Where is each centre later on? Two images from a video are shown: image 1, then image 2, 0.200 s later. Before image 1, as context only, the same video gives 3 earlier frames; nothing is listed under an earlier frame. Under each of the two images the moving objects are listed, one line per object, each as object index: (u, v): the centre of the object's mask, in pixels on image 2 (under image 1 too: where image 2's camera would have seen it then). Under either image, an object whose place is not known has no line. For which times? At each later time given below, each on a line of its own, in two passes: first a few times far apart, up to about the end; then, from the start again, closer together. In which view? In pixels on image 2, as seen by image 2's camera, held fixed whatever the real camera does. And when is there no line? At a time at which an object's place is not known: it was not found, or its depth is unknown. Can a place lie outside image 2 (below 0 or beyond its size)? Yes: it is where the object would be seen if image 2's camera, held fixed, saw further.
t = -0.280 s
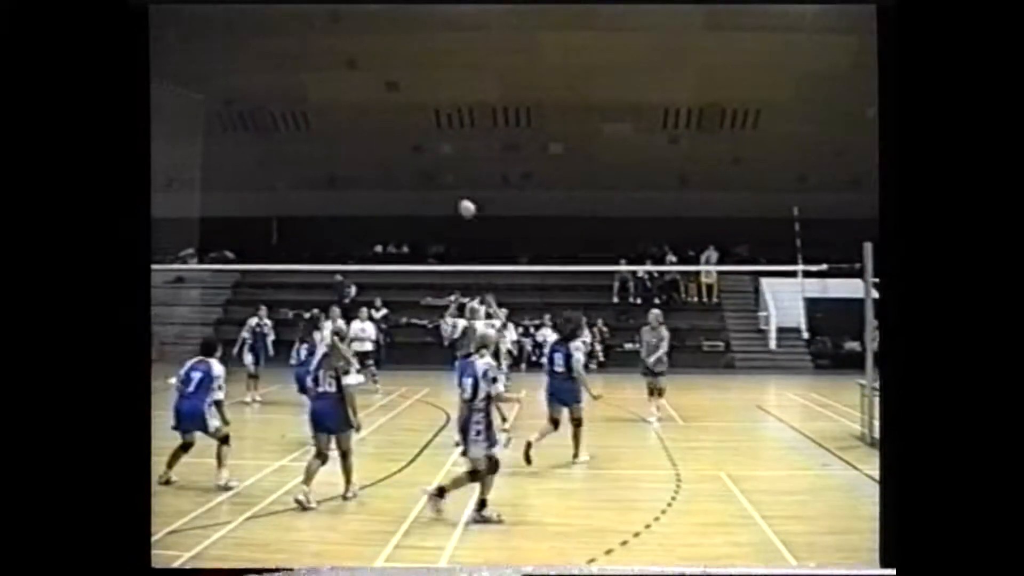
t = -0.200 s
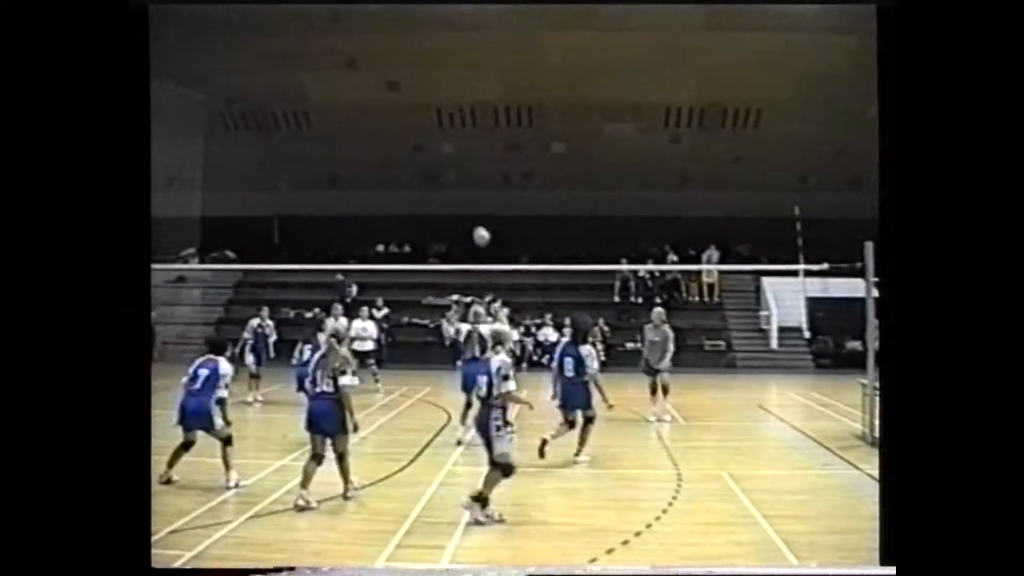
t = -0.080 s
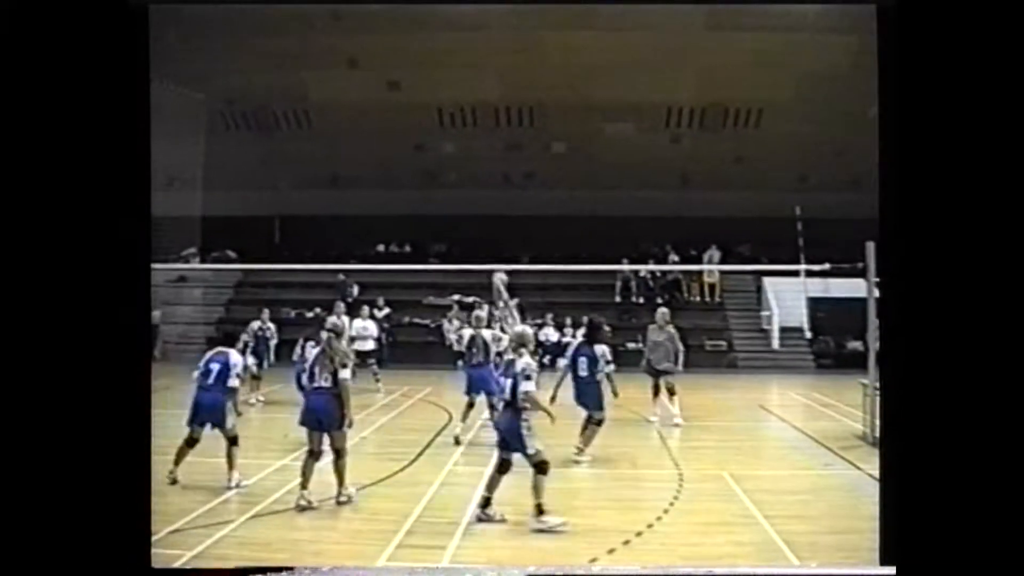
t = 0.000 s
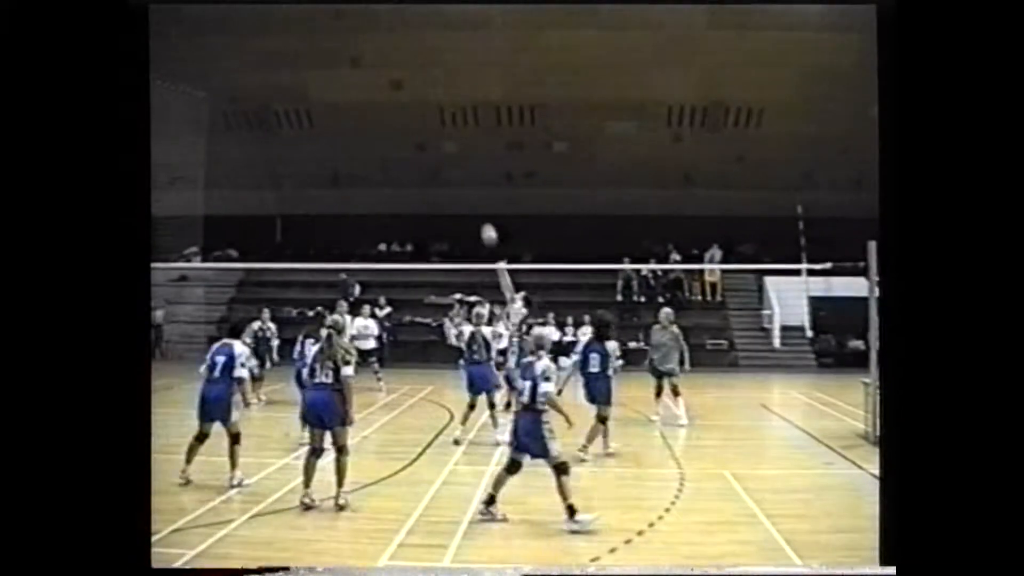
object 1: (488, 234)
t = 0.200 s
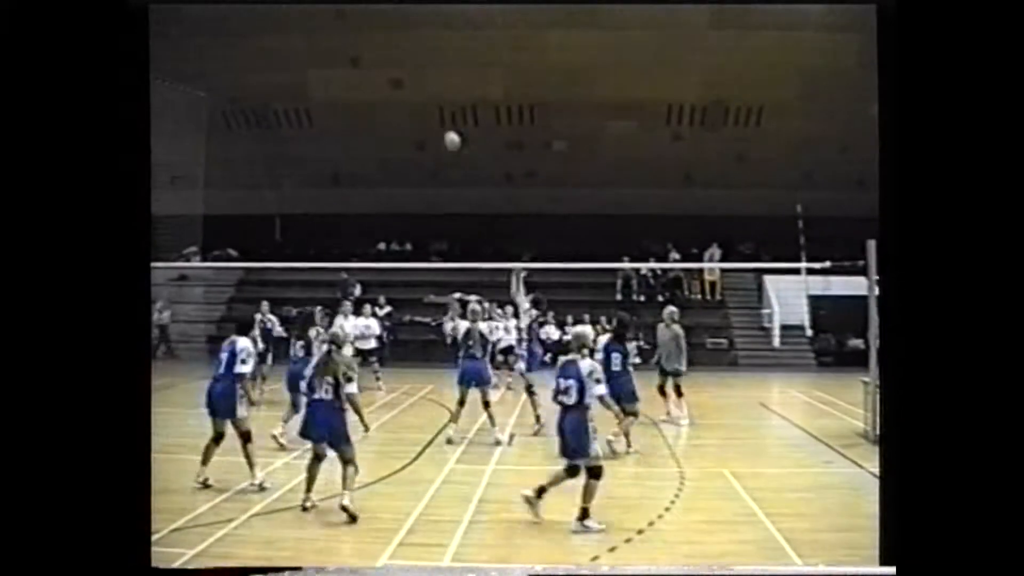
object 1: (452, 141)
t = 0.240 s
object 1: (445, 126)
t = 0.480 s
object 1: (404, 62)
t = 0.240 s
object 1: (445, 126)
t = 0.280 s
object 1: (438, 112)
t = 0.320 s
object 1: (431, 100)
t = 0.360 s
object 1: (424, 88)
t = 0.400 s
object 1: (418, 78)
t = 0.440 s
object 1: (411, 69)
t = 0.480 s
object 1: (404, 62)
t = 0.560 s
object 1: (391, 51)
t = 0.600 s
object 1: (385, 47)
